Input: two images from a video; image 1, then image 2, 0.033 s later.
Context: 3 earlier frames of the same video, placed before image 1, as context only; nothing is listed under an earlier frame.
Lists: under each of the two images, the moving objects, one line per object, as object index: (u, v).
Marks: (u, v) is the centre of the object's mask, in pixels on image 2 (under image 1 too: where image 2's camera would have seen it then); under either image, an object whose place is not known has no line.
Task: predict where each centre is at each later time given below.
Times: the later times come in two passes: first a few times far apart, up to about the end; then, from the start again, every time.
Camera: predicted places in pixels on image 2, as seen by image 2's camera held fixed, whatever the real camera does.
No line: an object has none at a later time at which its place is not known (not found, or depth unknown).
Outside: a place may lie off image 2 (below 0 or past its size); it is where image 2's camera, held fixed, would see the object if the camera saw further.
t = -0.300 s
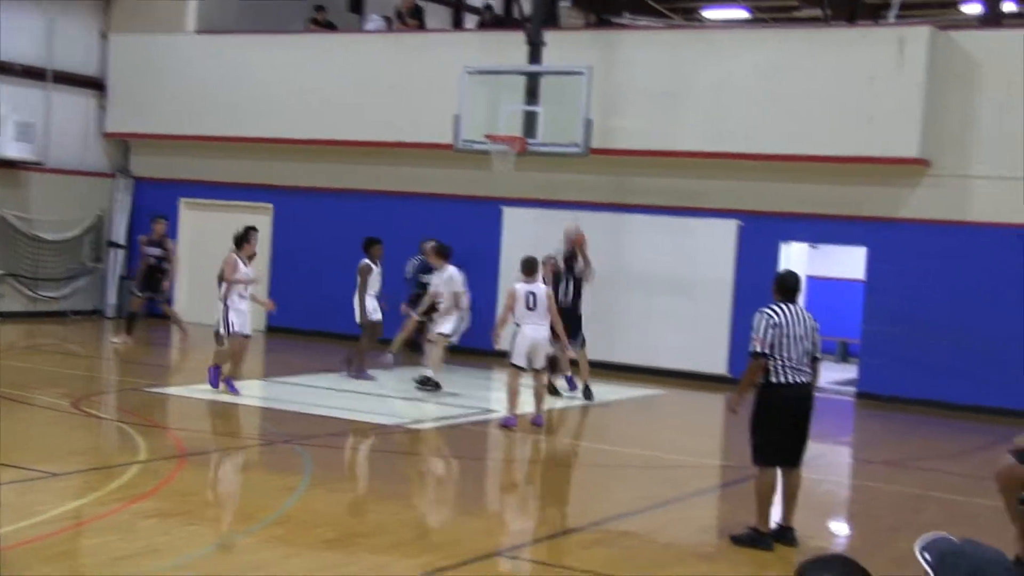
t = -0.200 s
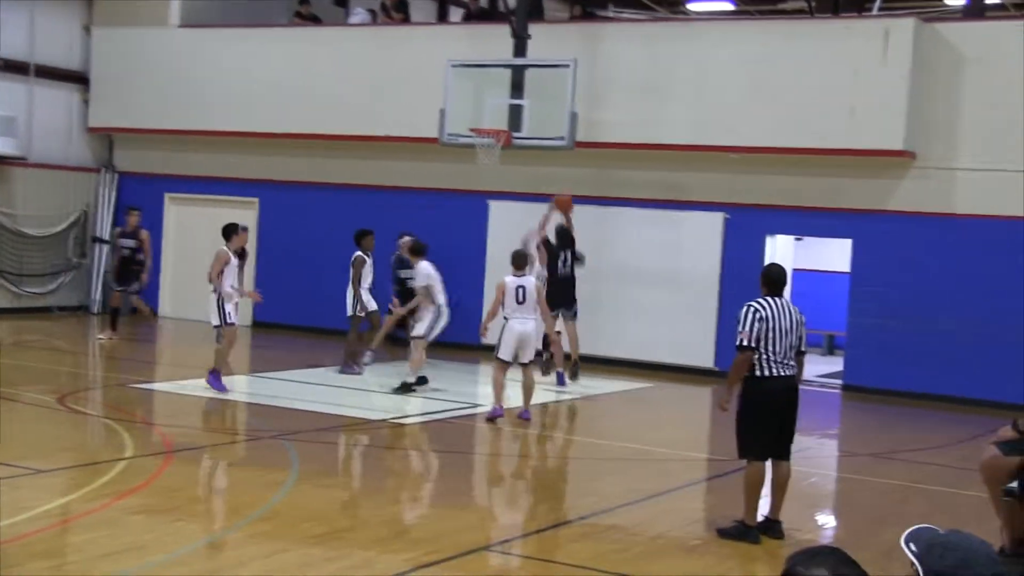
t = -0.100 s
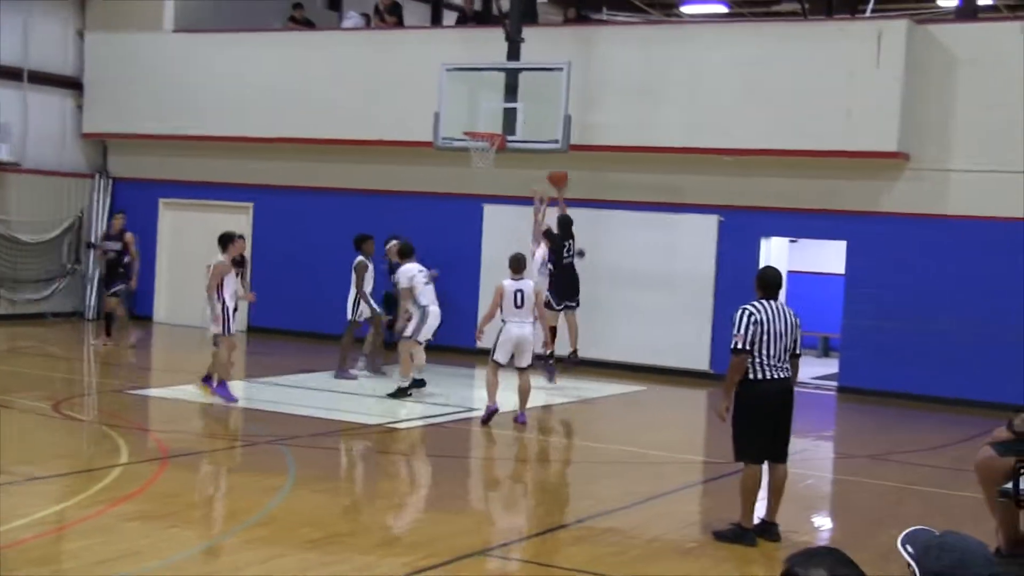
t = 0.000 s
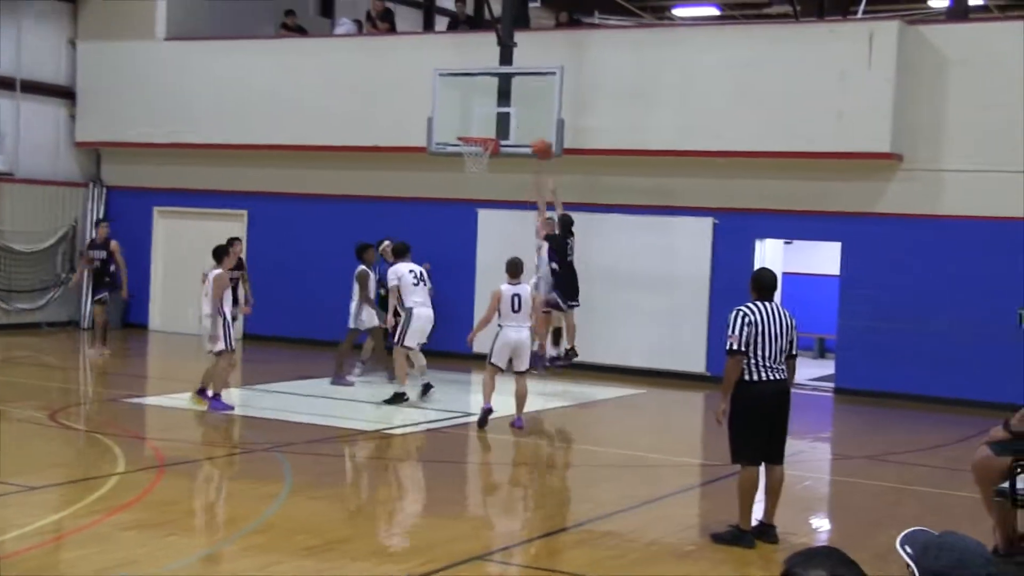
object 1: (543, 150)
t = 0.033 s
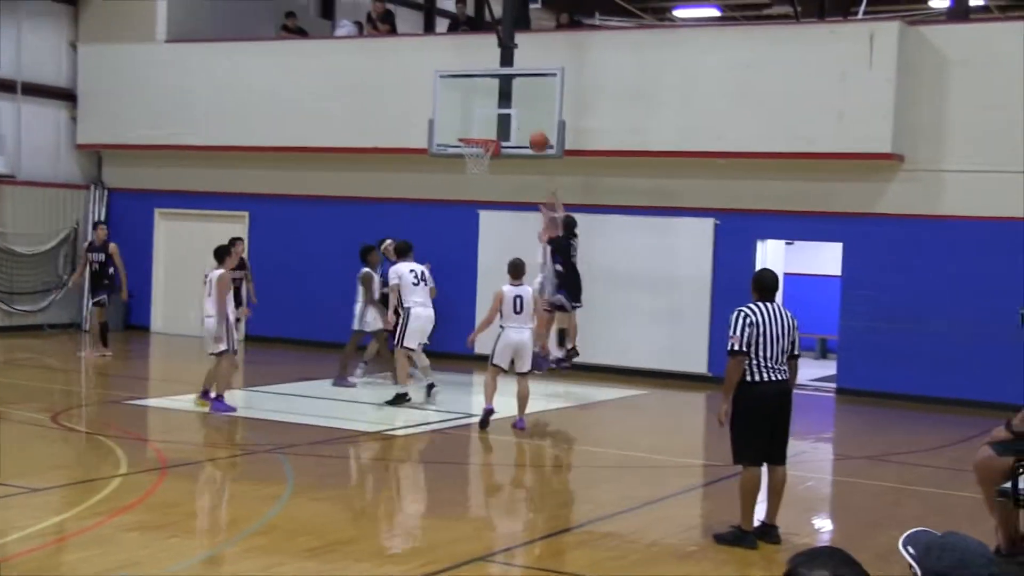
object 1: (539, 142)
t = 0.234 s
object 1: (517, 113)
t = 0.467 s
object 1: (480, 117)
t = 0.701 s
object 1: (469, 119)
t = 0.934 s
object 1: (479, 129)
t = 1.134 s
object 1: (484, 129)
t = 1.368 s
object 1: (487, 135)
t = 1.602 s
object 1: (482, 164)
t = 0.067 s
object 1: (535, 134)
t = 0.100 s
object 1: (532, 128)
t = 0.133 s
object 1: (528, 123)
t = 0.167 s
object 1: (524, 118)
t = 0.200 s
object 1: (520, 115)
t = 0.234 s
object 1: (517, 113)
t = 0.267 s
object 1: (513, 111)
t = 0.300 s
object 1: (509, 110)
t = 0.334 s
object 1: (503, 110)
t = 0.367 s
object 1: (498, 110)
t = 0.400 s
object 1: (492, 112)
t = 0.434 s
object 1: (486, 114)
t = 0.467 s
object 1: (480, 117)
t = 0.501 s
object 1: (474, 120)
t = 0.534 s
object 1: (469, 125)
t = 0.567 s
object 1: (464, 129)
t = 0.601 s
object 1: (464, 127)
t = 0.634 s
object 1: (466, 123)
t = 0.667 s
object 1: (468, 121)
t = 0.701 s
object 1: (469, 119)
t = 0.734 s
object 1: (470, 119)
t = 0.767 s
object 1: (472, 119)
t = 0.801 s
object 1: (474, 119)
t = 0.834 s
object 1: (475, 121)
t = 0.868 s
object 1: (476, 124)
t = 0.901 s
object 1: (478, 126)
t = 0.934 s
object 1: (479, 129)
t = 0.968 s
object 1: (480, 128)
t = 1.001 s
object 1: (481, 128)
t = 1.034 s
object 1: (482, 128)
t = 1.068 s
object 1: (483, 129)
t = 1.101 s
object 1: (484, 129)
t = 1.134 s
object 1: (484, 129)
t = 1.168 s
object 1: (485, 129)
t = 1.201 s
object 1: (486, 130)
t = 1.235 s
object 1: (486, 130)
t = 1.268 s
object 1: (486, 131)
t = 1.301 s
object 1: (486, 132)
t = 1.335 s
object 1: (487, 133)
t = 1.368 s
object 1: (487, 135)
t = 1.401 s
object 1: (486, 136)
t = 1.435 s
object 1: (486, 142)
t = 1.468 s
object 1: (483, 146)
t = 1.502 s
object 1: (487, 156)
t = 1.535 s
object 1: (484, 156)
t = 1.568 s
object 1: (483, 159)
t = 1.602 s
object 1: (482, 164)
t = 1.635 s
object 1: (479, 170)
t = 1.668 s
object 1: (478, 179)
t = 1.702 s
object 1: (476, 183)
